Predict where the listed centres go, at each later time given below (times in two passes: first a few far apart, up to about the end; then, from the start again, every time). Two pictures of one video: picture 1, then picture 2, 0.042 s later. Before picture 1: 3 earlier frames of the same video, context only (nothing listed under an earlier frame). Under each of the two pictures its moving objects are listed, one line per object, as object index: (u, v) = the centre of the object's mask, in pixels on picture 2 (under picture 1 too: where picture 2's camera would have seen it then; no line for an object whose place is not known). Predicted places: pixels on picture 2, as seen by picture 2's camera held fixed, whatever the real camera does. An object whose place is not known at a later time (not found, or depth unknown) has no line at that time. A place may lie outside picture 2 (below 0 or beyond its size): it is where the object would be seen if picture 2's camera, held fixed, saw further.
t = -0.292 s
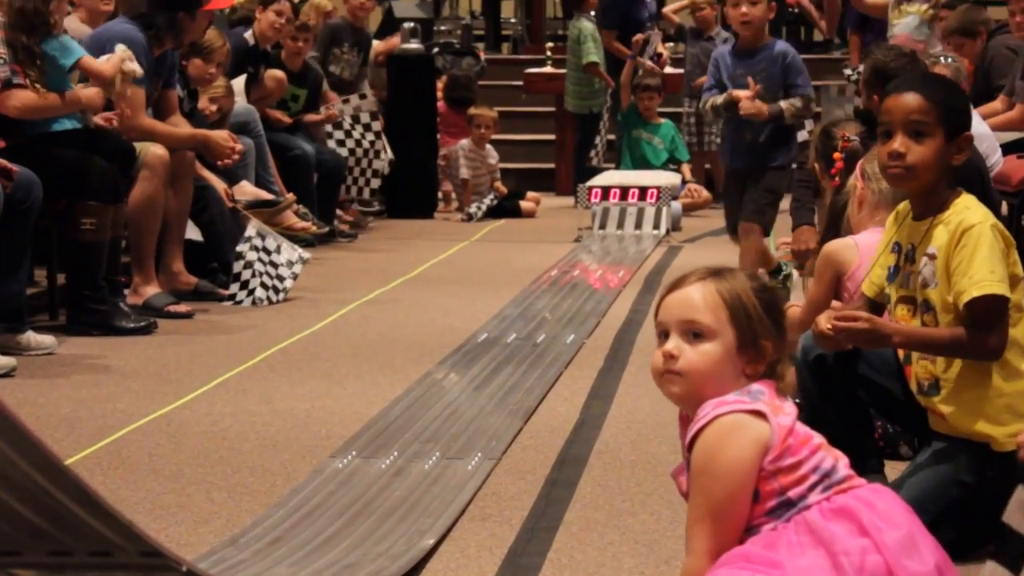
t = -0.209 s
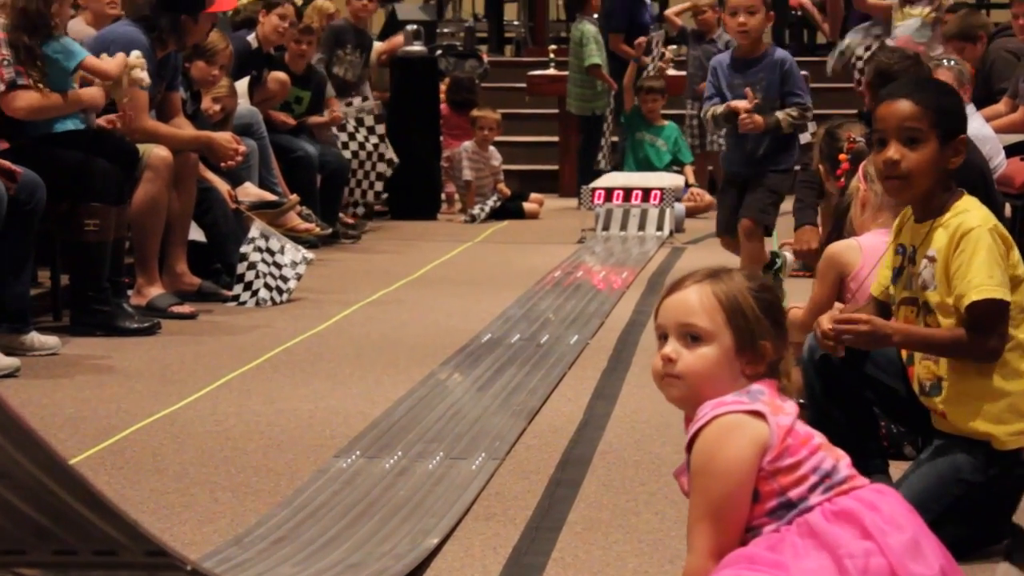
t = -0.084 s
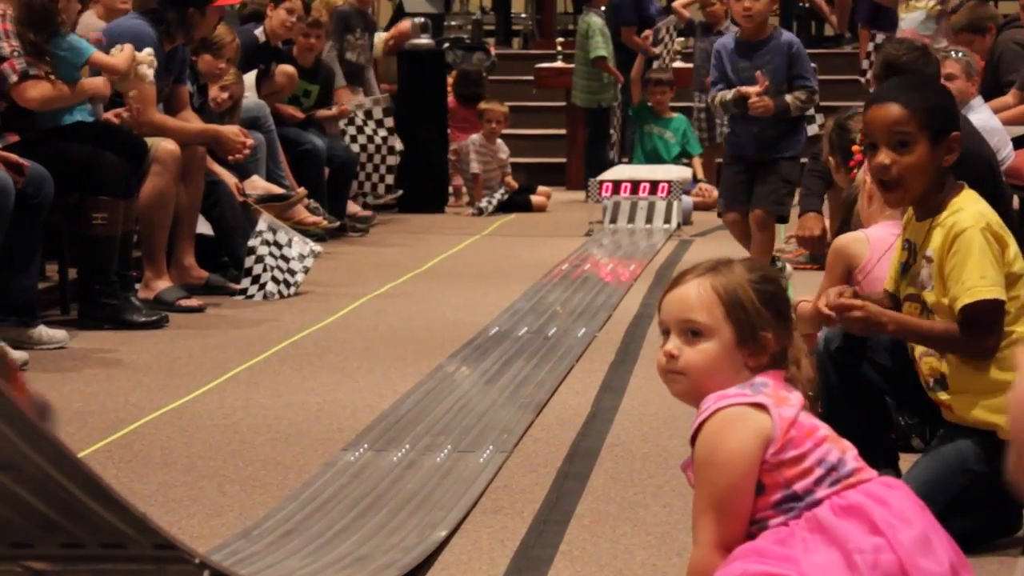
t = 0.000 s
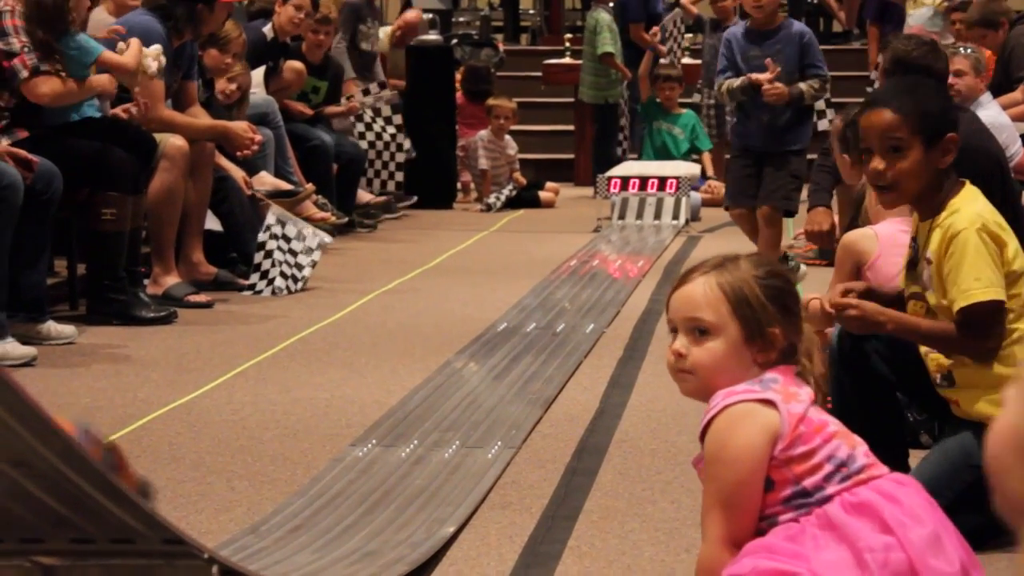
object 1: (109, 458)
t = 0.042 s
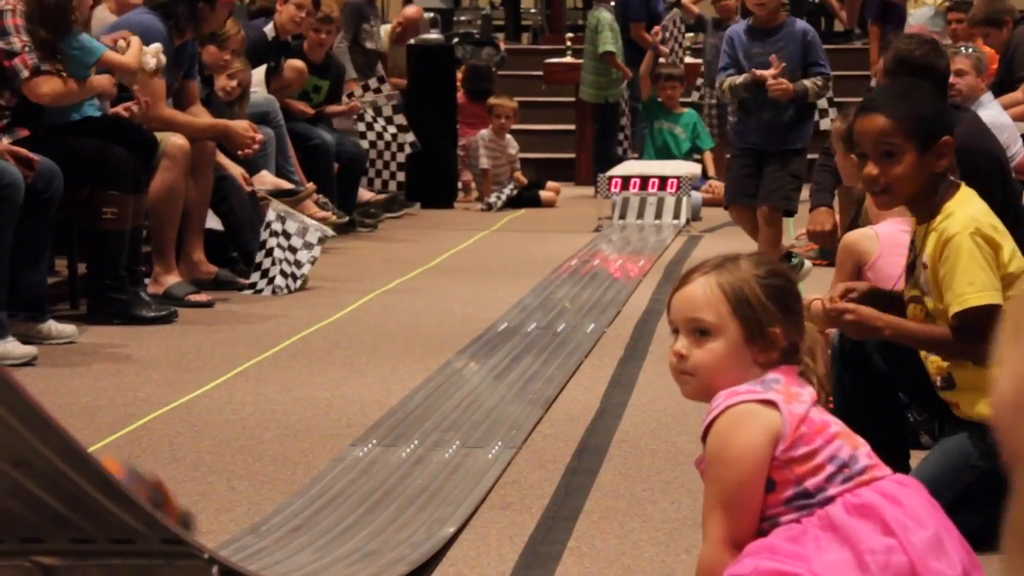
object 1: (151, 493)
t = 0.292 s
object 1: (334, 566)
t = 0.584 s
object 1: (459, 487)
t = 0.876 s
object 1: (528, 397)
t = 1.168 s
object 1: (575, 340)
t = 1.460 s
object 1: (606, 302)
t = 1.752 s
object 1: (630, 271)
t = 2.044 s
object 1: (648, 250)
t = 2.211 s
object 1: (657, 240)
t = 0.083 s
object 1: (189, 521)
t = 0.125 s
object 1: (224, 542)
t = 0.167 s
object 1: (254, 556)
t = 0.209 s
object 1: (279, 563)
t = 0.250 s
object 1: (306, 566)
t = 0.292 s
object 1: (334, 566)
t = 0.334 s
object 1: (358, 564)
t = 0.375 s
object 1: (378, 556)
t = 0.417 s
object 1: (397, 545)
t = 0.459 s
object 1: (415, 531)
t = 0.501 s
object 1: (430, 517)
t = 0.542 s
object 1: (444, 502)
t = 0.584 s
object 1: (459, 487)
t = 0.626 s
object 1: (471, 471)
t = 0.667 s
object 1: (483, 457)
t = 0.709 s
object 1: (493, 444)
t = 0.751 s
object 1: (502, 431)
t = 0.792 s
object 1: (512, 419)
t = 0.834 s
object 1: (521, 407)
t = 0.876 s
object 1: (528, 397)
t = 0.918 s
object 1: (536, 387)
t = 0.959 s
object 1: (543, 378)
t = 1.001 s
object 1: (549, 370)
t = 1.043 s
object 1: (556, 361)
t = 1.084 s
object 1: (563, 354)
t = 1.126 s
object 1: (569, 347)
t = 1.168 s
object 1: (575, 340)
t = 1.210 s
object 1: (580, 335)
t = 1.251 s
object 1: (584, 329)
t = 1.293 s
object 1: (589, 323)
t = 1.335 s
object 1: (594, 317)
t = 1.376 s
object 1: (598, 312)
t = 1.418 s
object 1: (603, 307)
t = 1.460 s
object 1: (606, 302)
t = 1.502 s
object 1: (610, 297)
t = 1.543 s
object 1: (613, 292)
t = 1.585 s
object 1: (617, 287)
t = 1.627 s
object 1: (621, 283)
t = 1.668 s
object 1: (624, 279)
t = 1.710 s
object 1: (627, 275)
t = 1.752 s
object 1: (630, 271)
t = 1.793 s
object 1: (634, 268)
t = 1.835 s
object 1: (636, 265)
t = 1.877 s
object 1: (639, 262)
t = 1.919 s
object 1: (641, 259)
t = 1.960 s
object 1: (643, 256)
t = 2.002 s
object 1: (645, 253)
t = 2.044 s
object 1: (648, 250)
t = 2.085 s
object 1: (651, 248)
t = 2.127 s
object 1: (653, 245)
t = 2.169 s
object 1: (655, 243)
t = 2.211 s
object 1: (657, 240)
